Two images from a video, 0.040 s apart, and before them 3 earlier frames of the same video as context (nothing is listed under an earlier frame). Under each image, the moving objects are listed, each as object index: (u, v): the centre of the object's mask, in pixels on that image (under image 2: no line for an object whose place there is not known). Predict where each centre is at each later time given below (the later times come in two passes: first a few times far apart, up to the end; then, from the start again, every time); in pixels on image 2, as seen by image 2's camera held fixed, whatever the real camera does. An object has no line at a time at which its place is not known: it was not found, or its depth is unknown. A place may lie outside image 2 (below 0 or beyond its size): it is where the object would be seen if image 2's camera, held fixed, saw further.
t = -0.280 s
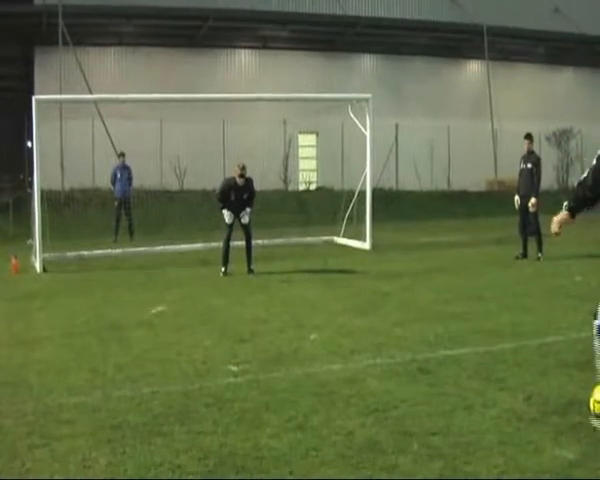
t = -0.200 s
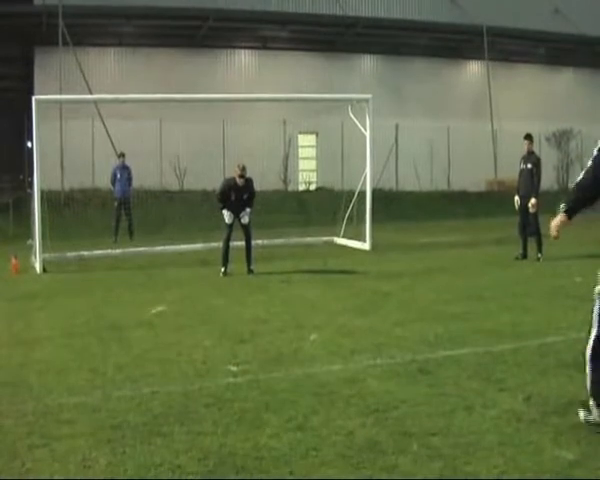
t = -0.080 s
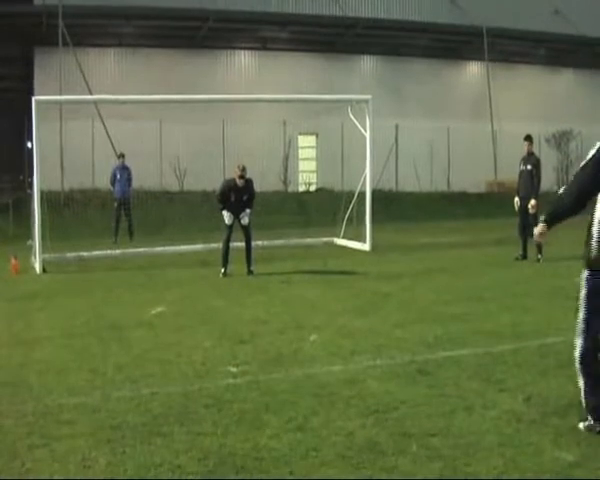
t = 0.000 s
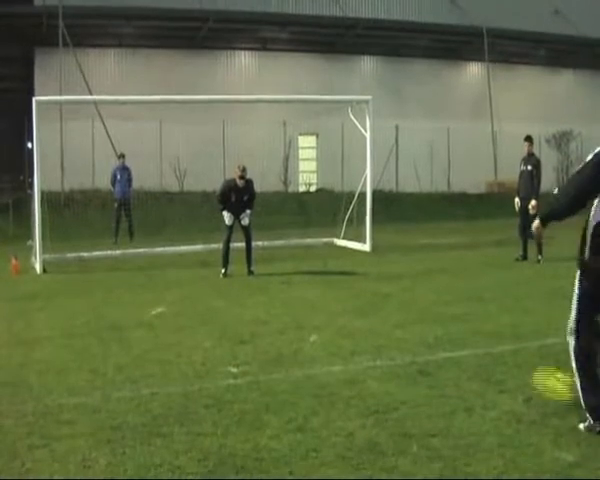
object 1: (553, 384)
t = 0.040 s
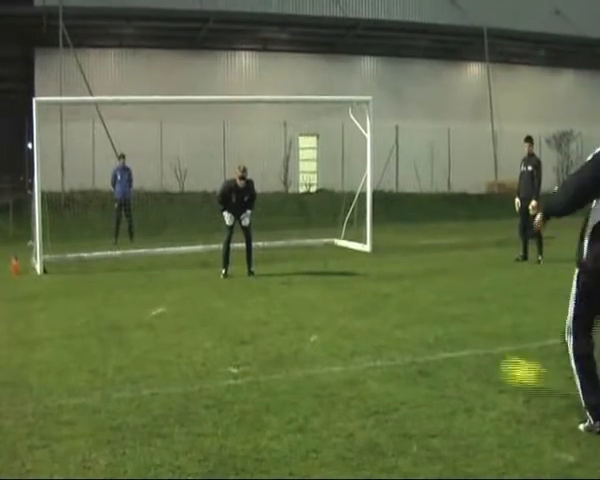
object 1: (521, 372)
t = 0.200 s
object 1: (421, 339)
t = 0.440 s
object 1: (328, 311)
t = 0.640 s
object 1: (281, 296)
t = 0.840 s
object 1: (248, 284)
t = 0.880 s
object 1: (242, 282)
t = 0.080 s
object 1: (493, 364)
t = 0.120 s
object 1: (464, 355)
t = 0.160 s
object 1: (440, 345)
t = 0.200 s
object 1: (421, 339)
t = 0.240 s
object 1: (402, 335)
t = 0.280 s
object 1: (384, 326)
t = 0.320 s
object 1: (369, 320)
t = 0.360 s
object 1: (354, 315)
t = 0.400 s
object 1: (340, 312)
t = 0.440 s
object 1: (328, 311)
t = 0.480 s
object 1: (317, 305)
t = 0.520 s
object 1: (307, 301)
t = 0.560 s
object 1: (297, 298)
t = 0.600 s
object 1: (289, 298)
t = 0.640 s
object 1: (281, 296)
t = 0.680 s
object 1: (273, 292)
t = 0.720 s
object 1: (266, 290)
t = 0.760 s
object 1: (259, 288)
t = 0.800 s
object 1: (253, 285)
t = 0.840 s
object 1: (248, 284)
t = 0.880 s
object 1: (242, 282)
